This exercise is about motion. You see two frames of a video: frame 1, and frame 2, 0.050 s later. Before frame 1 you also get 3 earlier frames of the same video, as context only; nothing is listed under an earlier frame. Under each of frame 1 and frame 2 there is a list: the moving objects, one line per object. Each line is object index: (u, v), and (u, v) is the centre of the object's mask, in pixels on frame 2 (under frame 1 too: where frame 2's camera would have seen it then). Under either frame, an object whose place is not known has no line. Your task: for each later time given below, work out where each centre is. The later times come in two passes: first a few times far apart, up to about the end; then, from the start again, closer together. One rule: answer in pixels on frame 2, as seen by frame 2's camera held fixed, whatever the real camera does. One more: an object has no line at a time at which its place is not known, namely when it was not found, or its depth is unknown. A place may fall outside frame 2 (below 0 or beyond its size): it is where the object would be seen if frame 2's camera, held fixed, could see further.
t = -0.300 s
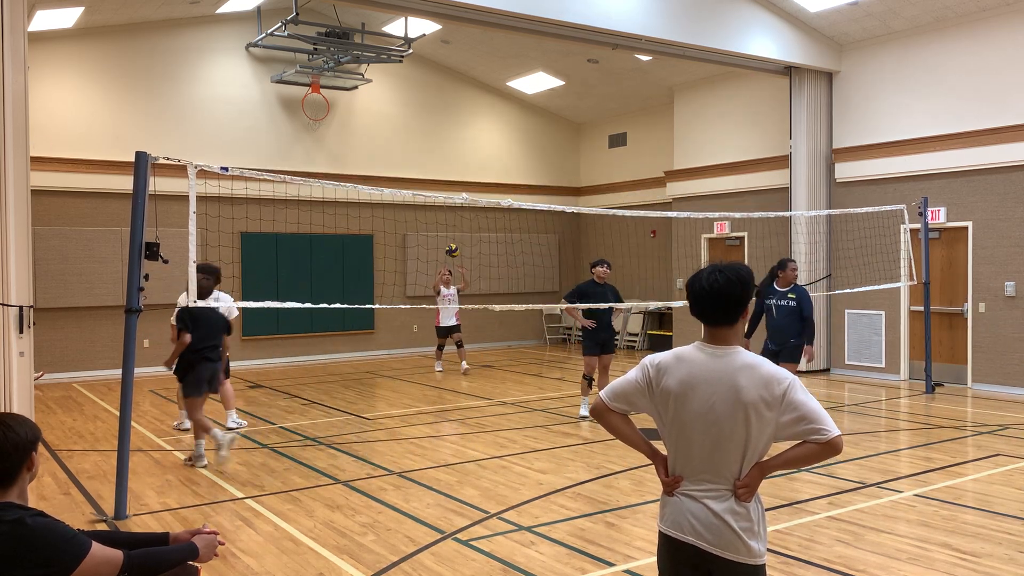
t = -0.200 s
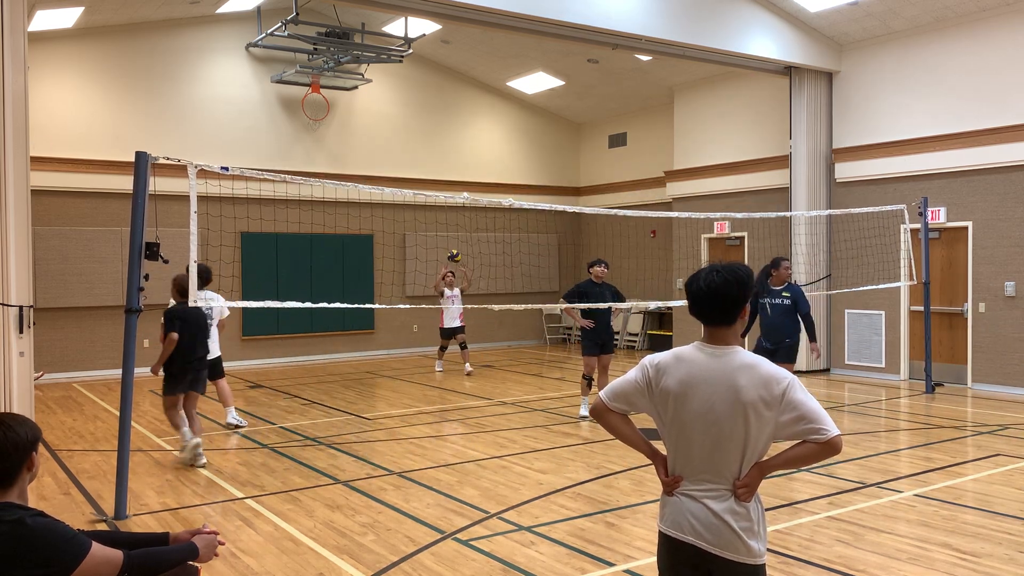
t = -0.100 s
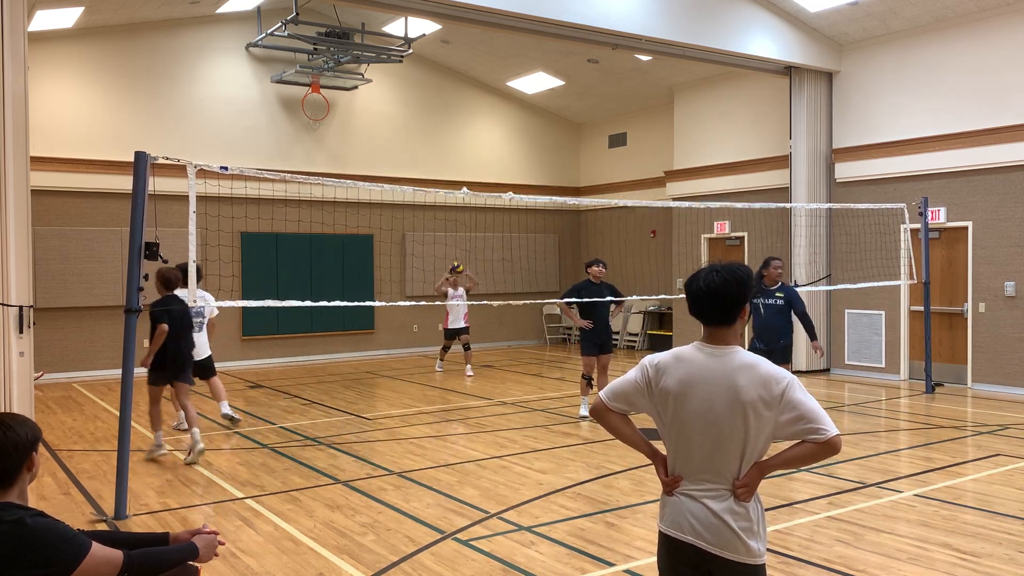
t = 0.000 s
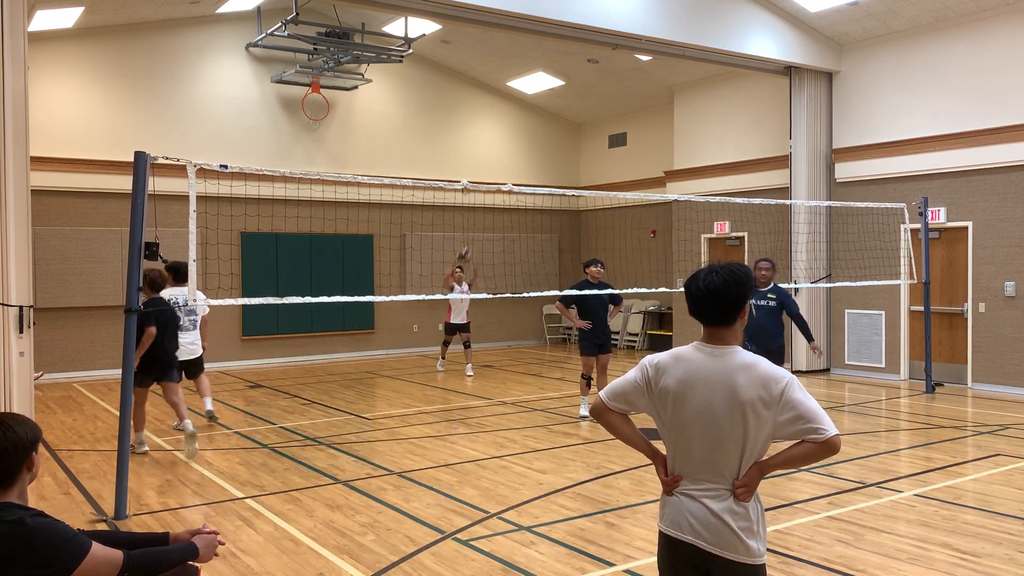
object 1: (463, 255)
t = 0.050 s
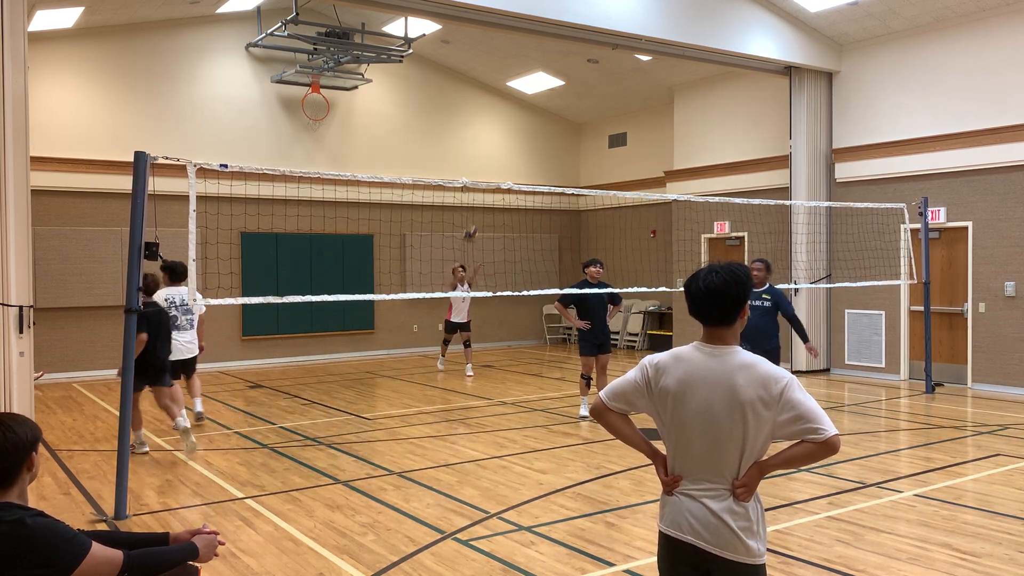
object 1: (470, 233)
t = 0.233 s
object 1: (498, 161)
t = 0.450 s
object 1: (541, 94)
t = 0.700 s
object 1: (609, 50)
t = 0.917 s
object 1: (688, 62)
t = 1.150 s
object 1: (804, 159)
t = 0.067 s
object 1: (473, 227)
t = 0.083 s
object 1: (475, 220)
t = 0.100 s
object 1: (477, 212)
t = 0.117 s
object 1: (479, 207)
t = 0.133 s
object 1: (483, 200)
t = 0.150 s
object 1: (485, 194)
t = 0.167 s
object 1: (487, 185)
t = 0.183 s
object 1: (490, 179)
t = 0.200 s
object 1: (493, 173)
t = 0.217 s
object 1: (495, 167)
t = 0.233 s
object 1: (498, 161)
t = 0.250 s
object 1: (501, 155)
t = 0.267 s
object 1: (504, 149)
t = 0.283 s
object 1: (507, 143)
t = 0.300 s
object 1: (510, 138)
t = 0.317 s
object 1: (513, 132)
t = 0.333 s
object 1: (516, 127)
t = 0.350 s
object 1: (521, 120)
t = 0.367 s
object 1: (524, 115)
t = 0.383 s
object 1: (528, 111)
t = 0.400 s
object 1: (531, 106)
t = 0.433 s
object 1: (538, 99)
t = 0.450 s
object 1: (541, 94)
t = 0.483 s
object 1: (550, 85)
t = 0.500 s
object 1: (555, 80)
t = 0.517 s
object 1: (559, 77)
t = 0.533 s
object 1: (563, 73)
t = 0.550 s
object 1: (567, 70)
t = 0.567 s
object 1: (571, 67)
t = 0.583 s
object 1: (575, 64)
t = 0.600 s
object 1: (580, 62)
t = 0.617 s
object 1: (586, 59)
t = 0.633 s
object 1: (590, 57)
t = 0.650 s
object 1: (595, 55)
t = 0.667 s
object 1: (599, 54)
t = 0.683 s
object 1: (604, 52)
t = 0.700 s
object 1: (609, 50)
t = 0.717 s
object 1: (614, 49)
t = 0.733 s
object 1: (619, 49)
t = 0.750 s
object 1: (625, 47)
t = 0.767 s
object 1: (630, 47)
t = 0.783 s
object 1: (636, 48)
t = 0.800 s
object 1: (643, 48)
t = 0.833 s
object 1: (655, 50)
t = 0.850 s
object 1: (662, 52)
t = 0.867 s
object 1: (668, 54)
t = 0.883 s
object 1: (674, 56)
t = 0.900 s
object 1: (681, 58)
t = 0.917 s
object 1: (688, 62)
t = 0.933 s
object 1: (695, 65)
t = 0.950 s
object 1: (703, 69)
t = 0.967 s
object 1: (710, 74)
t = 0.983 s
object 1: (717, 79)
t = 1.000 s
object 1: (725, 85)
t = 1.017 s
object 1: (733, 90)
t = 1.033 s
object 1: (741, 97)
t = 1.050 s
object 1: (749, 104)
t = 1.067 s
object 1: (758, 112)
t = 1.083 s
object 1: (767, 120)
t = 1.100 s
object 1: (775, 129)
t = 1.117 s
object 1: (784, 138)
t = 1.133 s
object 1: (794, 147)
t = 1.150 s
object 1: (804, 159)
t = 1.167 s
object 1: (814, 171)
